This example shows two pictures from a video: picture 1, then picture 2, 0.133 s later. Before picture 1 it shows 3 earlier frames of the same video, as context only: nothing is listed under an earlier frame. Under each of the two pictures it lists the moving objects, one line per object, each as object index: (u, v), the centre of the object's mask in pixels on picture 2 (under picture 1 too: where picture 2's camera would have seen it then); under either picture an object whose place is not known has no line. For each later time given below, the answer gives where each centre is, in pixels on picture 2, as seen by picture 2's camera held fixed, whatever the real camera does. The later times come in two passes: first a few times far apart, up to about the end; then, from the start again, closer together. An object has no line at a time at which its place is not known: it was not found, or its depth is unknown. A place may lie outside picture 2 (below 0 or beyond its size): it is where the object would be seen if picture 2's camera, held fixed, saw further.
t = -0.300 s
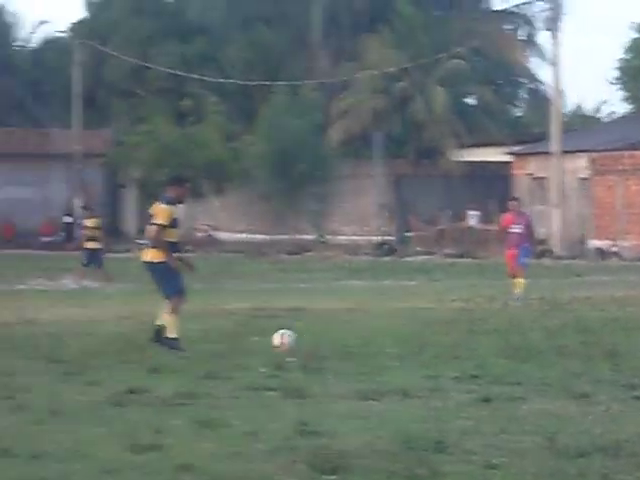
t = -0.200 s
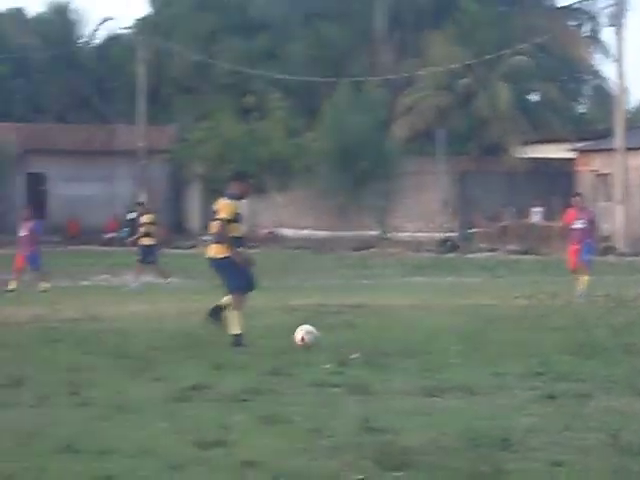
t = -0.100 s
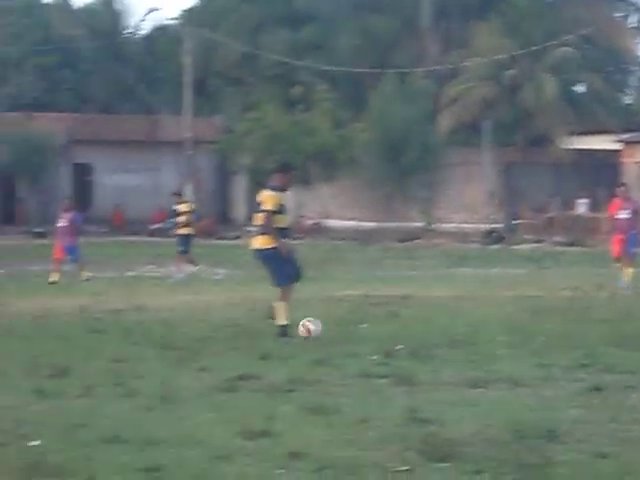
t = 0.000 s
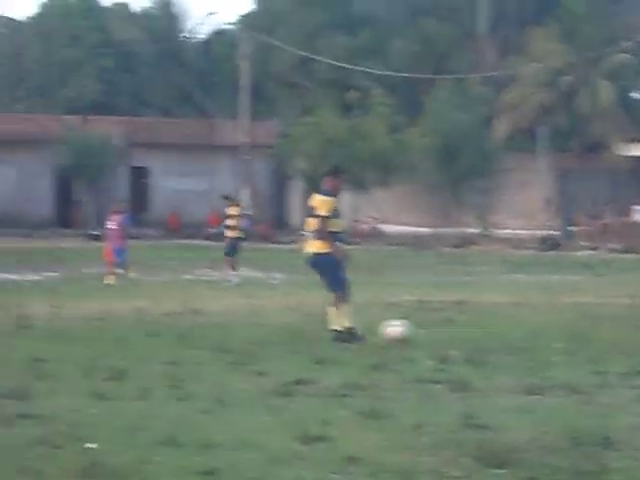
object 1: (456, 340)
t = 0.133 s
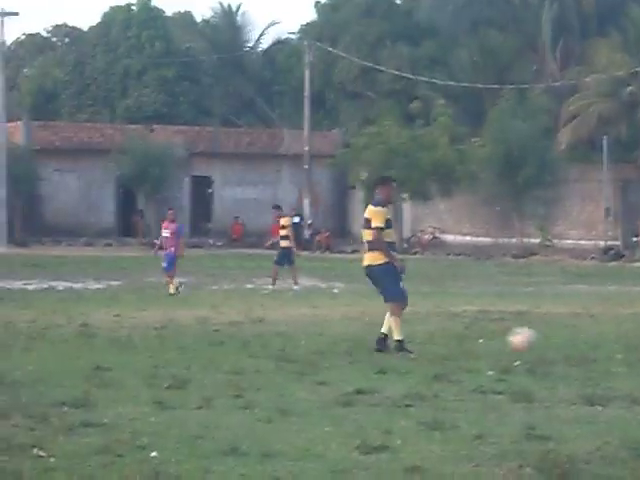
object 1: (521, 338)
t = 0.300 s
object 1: (595, 349)
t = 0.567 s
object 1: (686, 346)
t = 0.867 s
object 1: (776, 354)
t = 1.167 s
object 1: (864, 361)
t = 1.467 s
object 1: (948, 367)
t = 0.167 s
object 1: (538, 340)
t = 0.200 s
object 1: (555, 345)
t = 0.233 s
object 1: (571, 350)
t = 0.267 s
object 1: (585, 350)
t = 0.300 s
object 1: (595, 349)
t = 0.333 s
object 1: (607, 348)
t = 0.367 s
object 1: (620, 348)
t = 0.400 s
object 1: (632, 349)
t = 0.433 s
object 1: (645, 352)
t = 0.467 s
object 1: (655, 351)
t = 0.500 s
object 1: (665, 349)
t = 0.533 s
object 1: (676, 347)
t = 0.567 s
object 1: (686, 346)
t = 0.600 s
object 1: (697, 347)
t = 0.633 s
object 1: (707, 348)
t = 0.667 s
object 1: (718, 351)
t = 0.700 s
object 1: (727, 355)
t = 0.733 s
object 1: (737, 356)
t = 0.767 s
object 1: (747, 354)
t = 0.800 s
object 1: (757, 353)
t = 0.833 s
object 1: (766, 352)
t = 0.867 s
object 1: (776, 354)
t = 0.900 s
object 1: (787, 358)
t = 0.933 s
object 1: (796, 358)
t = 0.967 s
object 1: (806, 357)
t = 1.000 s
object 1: (816, 356)
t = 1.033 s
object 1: (825, 357)
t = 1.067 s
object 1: (835, 357)
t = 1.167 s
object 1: (864, 361)
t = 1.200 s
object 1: (873, 362)
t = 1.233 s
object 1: (882, 361)
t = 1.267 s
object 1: (892, 362)
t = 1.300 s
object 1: (902, 362)
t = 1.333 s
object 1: (911, 362)
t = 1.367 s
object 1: (920, 362)
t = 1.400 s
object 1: (929, 363)
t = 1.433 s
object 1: (938, 364)
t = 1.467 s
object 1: (948, 367)
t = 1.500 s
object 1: (957, 366)
